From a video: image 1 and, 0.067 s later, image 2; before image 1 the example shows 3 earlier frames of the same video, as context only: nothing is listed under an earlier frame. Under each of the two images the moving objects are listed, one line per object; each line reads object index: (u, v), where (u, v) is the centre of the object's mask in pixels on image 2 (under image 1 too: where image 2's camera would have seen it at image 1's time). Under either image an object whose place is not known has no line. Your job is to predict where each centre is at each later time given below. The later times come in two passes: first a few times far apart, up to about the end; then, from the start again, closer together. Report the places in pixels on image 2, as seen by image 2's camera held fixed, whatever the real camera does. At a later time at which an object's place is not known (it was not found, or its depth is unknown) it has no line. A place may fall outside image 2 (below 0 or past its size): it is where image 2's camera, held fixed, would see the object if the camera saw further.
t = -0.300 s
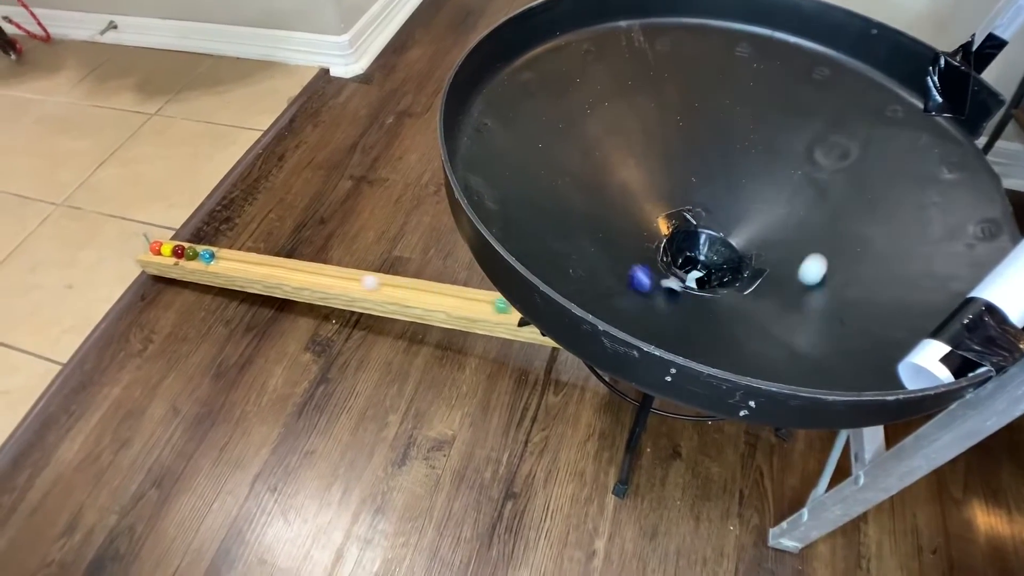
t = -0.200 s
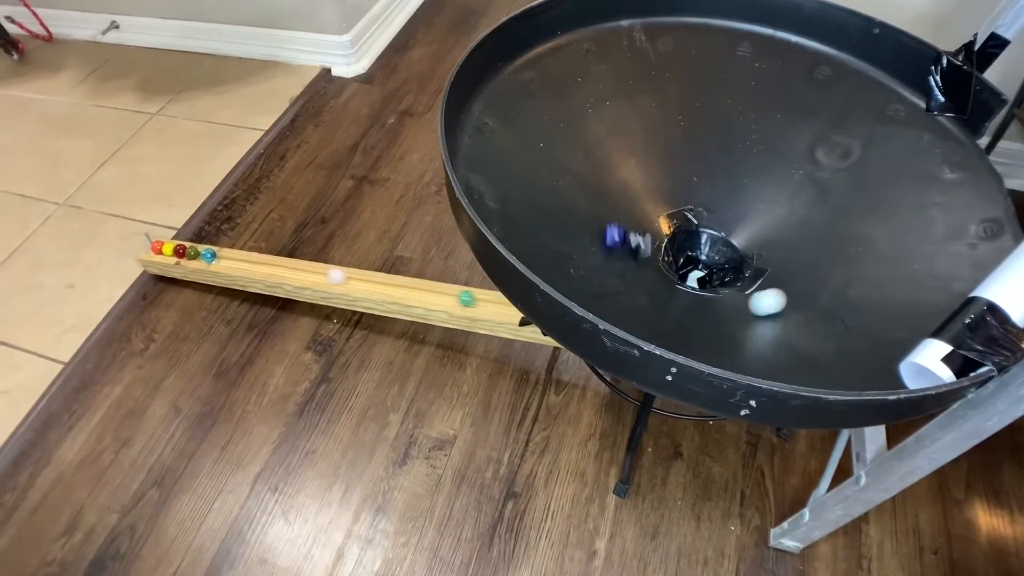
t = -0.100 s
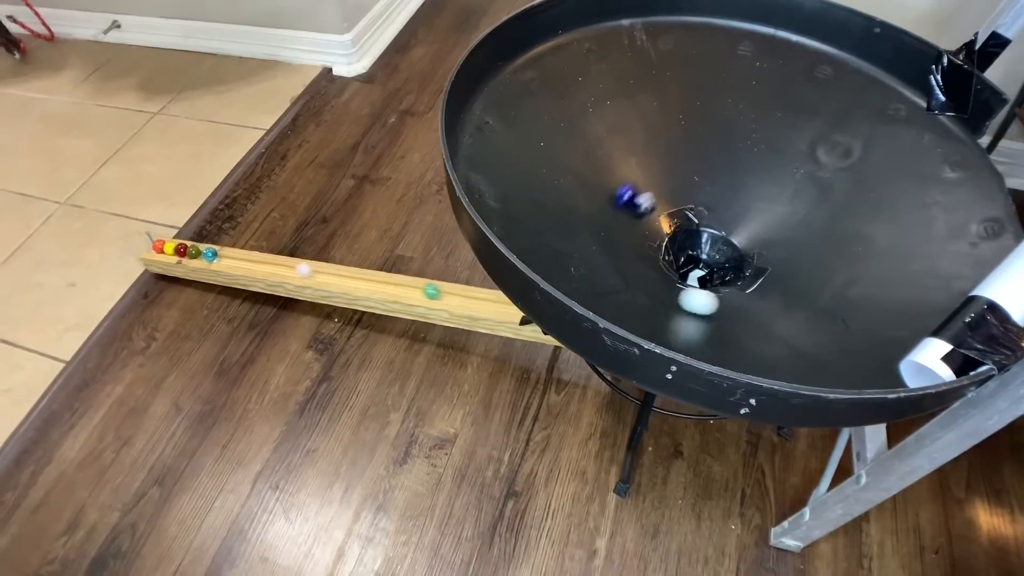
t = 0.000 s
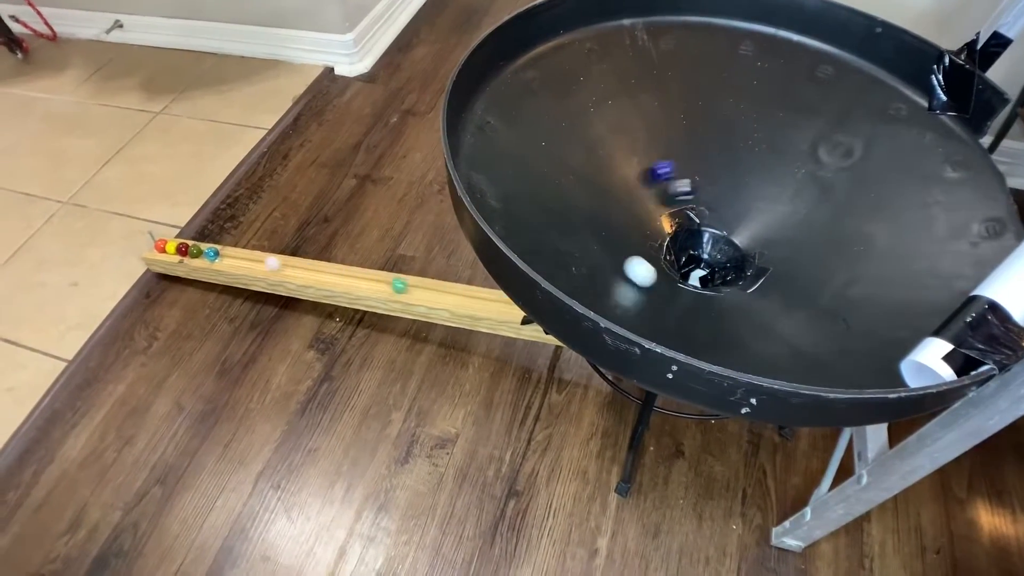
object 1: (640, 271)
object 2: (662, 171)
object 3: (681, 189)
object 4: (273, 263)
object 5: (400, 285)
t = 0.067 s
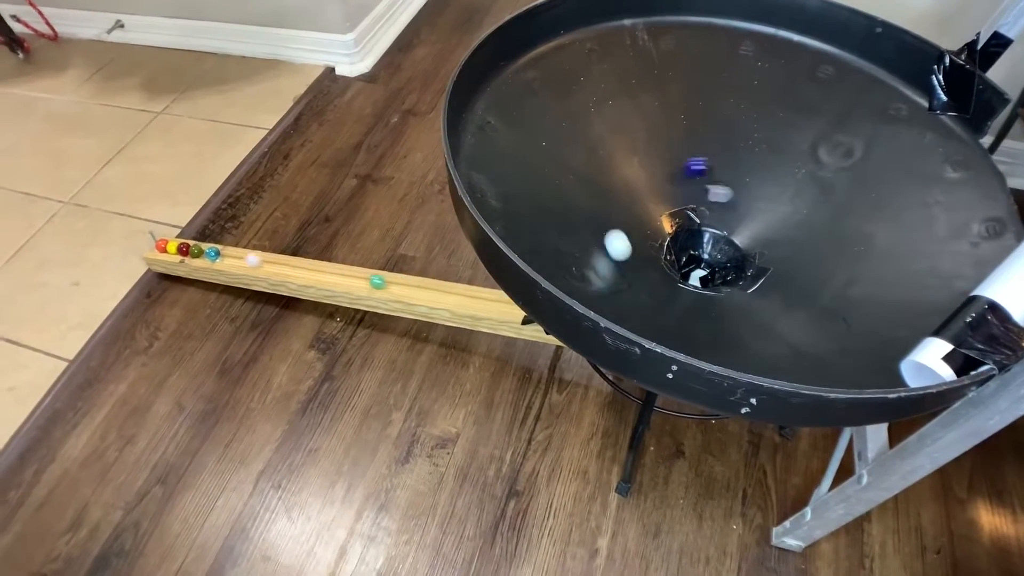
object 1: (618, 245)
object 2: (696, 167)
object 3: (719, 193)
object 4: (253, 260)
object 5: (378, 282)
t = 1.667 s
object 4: (219, 253)
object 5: (232, 256)
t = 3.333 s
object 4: (219, 253)
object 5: (232, 256)
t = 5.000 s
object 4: (219, 254)
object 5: (232, 257)
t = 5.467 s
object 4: (220, 253)
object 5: (233, 256)
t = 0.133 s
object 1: (612, 218)
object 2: (736, 174)
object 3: (753, 203)
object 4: (232, 257)
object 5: (356, 278)
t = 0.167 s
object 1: (615, 206)
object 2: (755, 180)
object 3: (769, 215)
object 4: (224, 255)
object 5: (344, 276)
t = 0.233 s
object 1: (633, 188)
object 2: (790, 200)
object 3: (792, 234)
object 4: (220, 255)
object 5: (323, 273)
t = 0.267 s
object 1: (647, 182)
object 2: (804, 212)
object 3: (799, 243)
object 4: (219, 255)
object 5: (313, 271)
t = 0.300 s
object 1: (663, 178)
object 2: (815, 223)
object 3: (801, 255)
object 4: (219, 255)
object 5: (301, 269)
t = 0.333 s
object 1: (681, 177)
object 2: (823, 237)
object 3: (800, 267)
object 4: (218, 255)
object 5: (291, 267)
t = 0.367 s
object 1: (702, 178)
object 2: (827, 250)
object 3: (795, 278)
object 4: (218, 254)
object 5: (280, 265)
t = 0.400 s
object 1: (723, 181)
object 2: (827, 262)
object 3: (785, 285)
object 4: (218, 255)
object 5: (270, 264)
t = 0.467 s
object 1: (766, 193)
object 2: (813, 288)
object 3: (760, 298)
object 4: (218, 254)
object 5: (251, 260)
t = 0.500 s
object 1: (786, 201)
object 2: (802, 296)
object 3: (742, 297)
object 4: (218, 254)
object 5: (241, 259)
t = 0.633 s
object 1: (837, 242)
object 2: (723, 307)
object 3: (669, 268)
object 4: (220, 255)
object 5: (234, 257)
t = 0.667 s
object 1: (841, 254)
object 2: (701, 301)
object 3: (658, 258)
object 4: (219, 255)
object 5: (233, 258)
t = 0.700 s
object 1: (841, 266)
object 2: (678, 290)
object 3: (650, 245)
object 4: (219, 255)
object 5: (233, 257)
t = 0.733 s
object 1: (837, 277)
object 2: (663, 279)
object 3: (650, 231)
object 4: (218, 255)
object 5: (233, 257)
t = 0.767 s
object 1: (828, 287)
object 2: (648, 266)
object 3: (651, 219)
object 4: (218, 254)
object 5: (232, 257)
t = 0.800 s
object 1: (816, 295)
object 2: (637, 251)
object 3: (658, 208)
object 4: (217, 254)
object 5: (231, 257)
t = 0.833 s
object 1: (800, 302)
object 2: (633, 237)
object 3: (670, 197)
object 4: (217, 254)
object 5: (231, 257)
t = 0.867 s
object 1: (782, 306)
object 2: (632, 221)
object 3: (685, 191)
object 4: (217, 254)
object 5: (231, 257)
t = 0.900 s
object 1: (761, 307)
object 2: (636, 208)
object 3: (696, 191)
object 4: (217, 254)
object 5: (231, 257)
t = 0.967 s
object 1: (716, 301)
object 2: (653, 187)
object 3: (731, 191)
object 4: (217, 254)
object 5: (231, 257)
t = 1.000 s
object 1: (694, 293)
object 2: (668, 180)
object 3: (747, 195)
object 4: (217, 254)
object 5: (231, 257)
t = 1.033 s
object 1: (674, 282)
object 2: (685, 175)
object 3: (761, 206)
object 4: (217, 254)
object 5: (231, 257)
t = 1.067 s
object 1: (658, 268)
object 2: (702, 172)
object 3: (772, 212)
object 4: (217, 254)
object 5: (231, 257)
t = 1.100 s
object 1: (646, 252)
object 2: (720, 172)
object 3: (782, 222)
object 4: (217, 254)
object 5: (231, 257)
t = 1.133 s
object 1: (640, 235)
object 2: (739, 177)
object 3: (788, 230)
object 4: (217, 254)
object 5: (231, 257)
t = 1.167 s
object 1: (639, 219)
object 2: (757, 184)
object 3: (792, 247)
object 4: (217, 254)
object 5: (230, 257)
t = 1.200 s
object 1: (643, 203)
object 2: (774, 190)
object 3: (789, 256)
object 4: (217, 254)
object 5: (231, 257)
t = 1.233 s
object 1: (651, 190)
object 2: (789, 200)
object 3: (785, 269)
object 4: (217, 254)
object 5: (231, 257)
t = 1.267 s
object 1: (661, 179)
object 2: (800, 210)
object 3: (776, 274)
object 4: (217, 254)
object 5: (231, 257)
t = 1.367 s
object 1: (704, 161)
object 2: (817, 247)
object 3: (731, 291)
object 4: (218, 254)
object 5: (231, 257)
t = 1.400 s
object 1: (720, 161)
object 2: (815, 260)
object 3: (707, 289)
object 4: (218, 254)
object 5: (231, 257)
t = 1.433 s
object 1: (736, 163)
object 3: (687, 288)
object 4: (218, 254)
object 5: (231, 256)
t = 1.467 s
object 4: (218, 254)
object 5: (232, 256)
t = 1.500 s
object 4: (218, 254)
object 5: (232, 256)
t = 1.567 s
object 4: (219, 253)
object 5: (232, 256)
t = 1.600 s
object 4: (219, 253)
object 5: (232, 256)
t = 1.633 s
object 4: (219, 253)
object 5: (232, 256)
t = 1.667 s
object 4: (219, 253)
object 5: (232, 256)
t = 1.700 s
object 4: (219, 253)
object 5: (232, 256)
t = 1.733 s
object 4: (219, 253)
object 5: (233, 256)
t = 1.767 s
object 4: (219, 253)
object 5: (233, 256)
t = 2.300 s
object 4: (219, 253)
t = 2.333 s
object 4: (219, 253)
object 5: (232, 256)
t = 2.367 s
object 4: (219, 253)
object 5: (232, 256)
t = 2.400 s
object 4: (219, 253)
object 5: (232, 256)
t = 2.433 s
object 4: (219, 253)
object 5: (232, 256)
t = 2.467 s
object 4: (219, 253)
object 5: (232, 256)
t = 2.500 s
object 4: (218, 253)
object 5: (232, 256)
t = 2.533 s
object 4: (219, 253)
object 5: (232, 256)
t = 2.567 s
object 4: (219, 253)
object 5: (232, 256)
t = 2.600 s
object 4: (218, 253)
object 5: (232, 256)
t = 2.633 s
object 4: (219, 253)
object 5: (232, 256)
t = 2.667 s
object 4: (218, 253)
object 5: (232, 256)
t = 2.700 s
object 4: (218, 253)
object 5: (232, 256)
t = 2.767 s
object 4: (218, 253)
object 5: (232, 256)
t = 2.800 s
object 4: (218, 253)
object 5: (232, 256)
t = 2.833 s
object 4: (218, 253)
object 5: (232, 256)
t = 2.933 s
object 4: (219, 253)
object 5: (232, 256)
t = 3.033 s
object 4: (219, 253)
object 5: (232, 256)
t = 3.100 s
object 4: (218, 253)
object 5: (232, 256)
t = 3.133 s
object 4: (218, 253)
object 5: (232, 256)
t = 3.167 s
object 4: (219, 253)
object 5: (232, 256)
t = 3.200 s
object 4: (218, 253)
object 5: (232, 256)
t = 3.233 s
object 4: (218, 253)
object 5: (232, 256)
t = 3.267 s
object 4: (219, 253)
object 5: (232, 256)
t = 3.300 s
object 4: (218, 253)
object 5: (232, 256)
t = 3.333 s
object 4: (219, 253)
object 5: (232, 256)
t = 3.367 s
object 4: (219, 253)
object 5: (232, 256)
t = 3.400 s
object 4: (219, 253)
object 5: (232, 256)
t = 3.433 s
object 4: (218, 253)
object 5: (232, 256)
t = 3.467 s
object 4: (219, 253)
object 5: (232, 256)
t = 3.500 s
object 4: (219, 253)
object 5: (232, 256)
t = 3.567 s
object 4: (218, 253)
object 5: (232, 256)
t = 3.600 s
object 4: (218, 253)
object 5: (232, 256)
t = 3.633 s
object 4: (218, 253)
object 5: (232, 256)
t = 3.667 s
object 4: (219, 253)
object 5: (232, 256)
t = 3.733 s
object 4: (219, 253)
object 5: (232, 256)
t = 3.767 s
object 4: (219, 253)
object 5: (232, 256)
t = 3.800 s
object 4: (219, 253)
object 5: (232, 256)
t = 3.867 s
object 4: (218, 253)
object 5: (232, 256)
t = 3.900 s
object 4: (219, 253)
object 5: (232, 256)
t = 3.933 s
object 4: (219, 253)
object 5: (232, 256)
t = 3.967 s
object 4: (218, 253)
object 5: (232, 256)
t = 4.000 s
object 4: (218, 253)
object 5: (232, 256)
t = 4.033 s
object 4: (219, 253)
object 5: (232, 256)
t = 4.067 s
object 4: (218, 254)
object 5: (232, 256)
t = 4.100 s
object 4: (219, 254)
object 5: (232, 256)
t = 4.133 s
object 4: (218, 254)
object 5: (232, 256)
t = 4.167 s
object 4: (218, 253)
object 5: (232, 256)
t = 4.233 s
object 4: (218, 253)
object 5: (232, 256)
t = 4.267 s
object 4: (218, 253)
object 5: (232, 256)
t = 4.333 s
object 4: (219, 253)
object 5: (232, 256)
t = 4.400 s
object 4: (218, 254)
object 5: (232, 256)
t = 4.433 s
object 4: (219, 253)
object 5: (232, 256)
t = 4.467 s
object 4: (219, 253)
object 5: (232, 256)
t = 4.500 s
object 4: (219, 254)
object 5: (232, 256)
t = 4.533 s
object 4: (219, 254)
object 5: (232, 256)
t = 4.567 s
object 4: (219, 254)
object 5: (232, 256)
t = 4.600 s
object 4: (219, 254)
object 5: (232, 256)
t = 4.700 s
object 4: (219, 254)
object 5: (232, 256)
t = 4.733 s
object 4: (219, 254)
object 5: (232, 256)
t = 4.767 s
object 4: (219, 254)
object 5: (232, 256)
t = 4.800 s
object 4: (219, 254)
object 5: (232, 256)
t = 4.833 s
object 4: (219, 254)
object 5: (232, 256)
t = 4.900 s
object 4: (219, 254)
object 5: (232, 256)
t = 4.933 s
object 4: (219, 254)
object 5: (232, 256)
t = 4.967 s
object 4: (219, 254)
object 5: (232, 257)
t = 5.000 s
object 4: (219, 254)
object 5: (232, 257)
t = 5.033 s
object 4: (219, 254)
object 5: (232, 256)
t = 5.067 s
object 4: (219, 254)
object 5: (232, 256)
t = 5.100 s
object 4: (219, 254)
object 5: (232, 256)
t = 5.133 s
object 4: (219, 254)
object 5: (232, 256)
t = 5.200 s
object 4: (219, 254)
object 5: (232, 256)
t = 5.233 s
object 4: (219, 253)
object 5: (233, 256)
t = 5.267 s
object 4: (219, 253)
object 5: (233, 256)
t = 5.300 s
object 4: (219, 253)
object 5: (233, 256)
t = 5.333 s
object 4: (220, 253)
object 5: (234, 256)
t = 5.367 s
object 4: (221, 254)
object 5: (235, 256)
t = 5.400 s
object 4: (221, 254)
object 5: (235, 256)
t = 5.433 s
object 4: (221, 254)
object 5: (234, 256)
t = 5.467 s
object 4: (220, 253)
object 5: (233, 256)
